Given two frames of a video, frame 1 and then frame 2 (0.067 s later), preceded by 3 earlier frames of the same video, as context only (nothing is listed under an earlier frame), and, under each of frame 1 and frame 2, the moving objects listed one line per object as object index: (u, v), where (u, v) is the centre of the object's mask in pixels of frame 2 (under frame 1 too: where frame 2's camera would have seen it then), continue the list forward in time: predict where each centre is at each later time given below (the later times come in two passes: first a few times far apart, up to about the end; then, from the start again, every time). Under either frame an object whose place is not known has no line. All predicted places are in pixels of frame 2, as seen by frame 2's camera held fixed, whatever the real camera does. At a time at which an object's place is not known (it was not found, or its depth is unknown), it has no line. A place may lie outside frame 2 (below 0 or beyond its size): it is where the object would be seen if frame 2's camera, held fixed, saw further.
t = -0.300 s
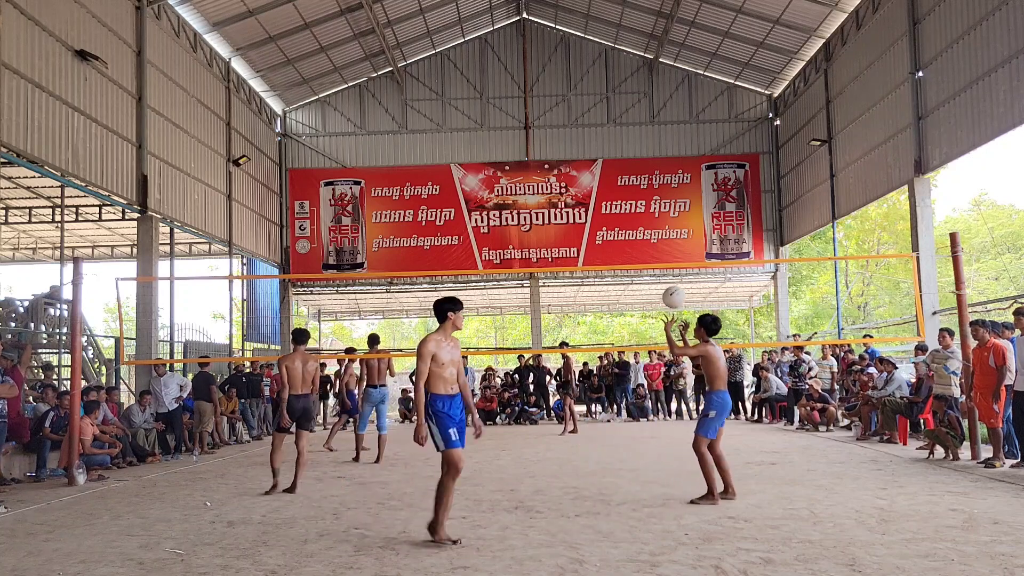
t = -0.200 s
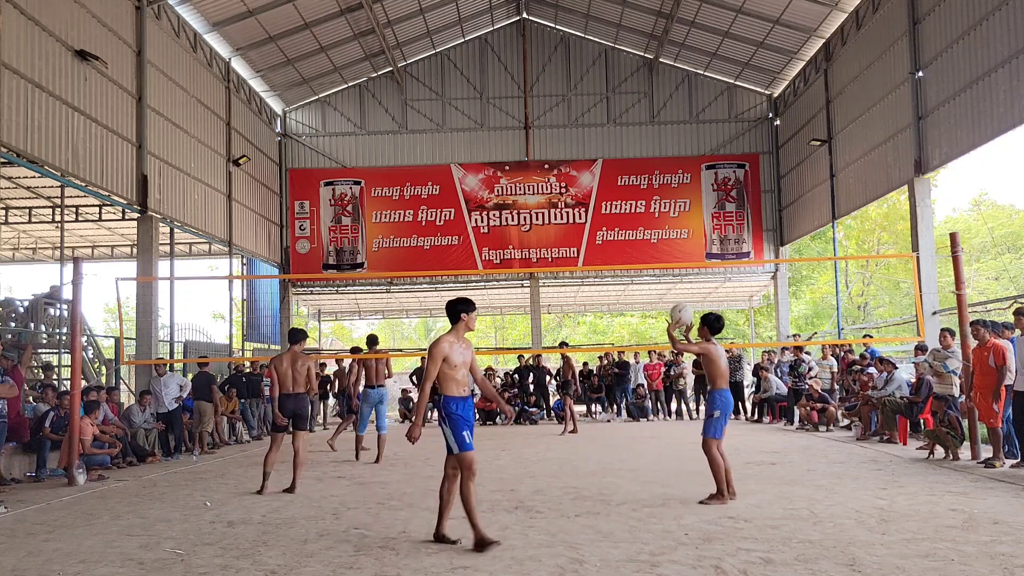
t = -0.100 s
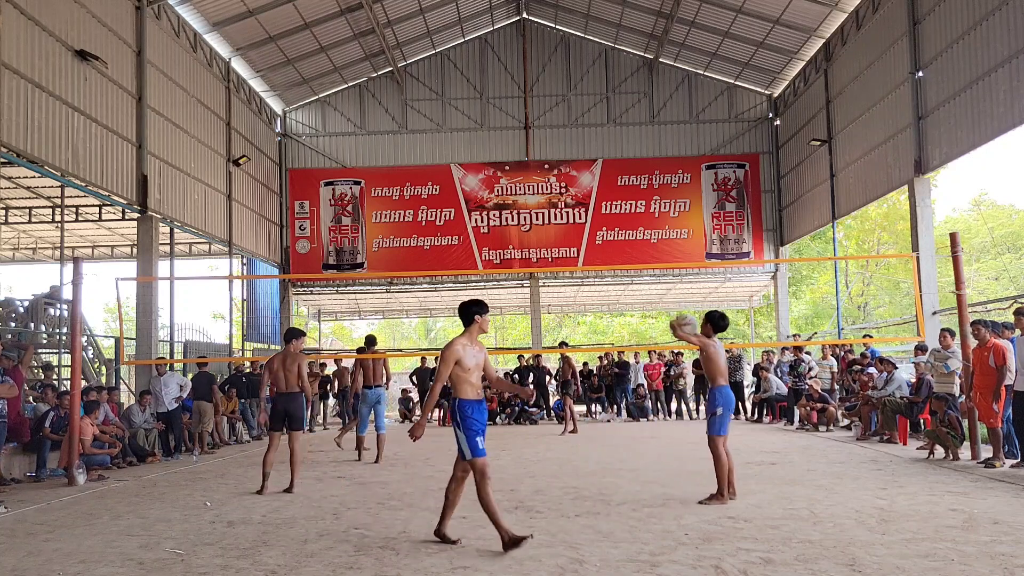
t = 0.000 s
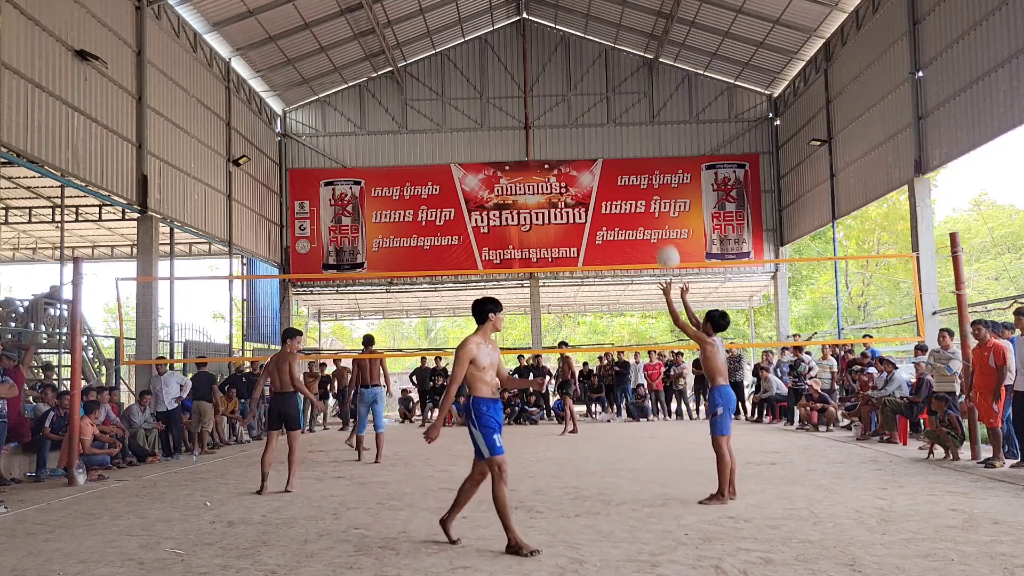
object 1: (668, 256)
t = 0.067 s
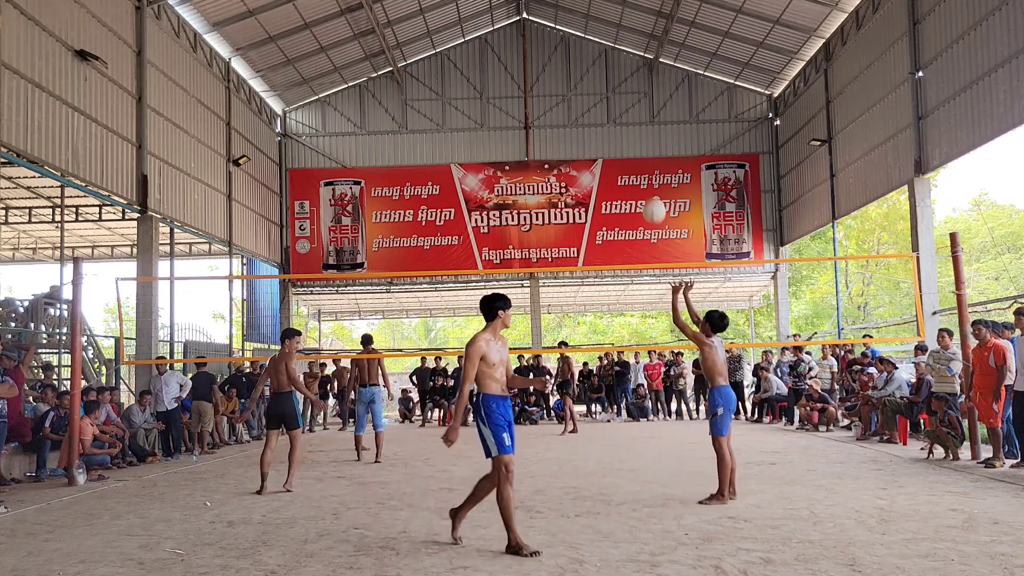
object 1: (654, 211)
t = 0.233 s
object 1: (621, 121)
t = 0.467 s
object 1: (581, 49)
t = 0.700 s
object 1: (546, 32)
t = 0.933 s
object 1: (514, 66)
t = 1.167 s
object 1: (488, 146)
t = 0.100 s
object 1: (648, 190)
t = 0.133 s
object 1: (640, 169)
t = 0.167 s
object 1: (634, 152)
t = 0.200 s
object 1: (627, 135)
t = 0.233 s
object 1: (621, 121)
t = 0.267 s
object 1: (615, 106)
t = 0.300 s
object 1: (609, 94)
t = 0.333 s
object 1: (603, 82)
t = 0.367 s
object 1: (598, 72)
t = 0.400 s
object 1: (592, 63)
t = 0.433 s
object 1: (586, 55)
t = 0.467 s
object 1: (581, 49)
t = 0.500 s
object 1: (576, 43)
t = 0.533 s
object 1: (571, 39)
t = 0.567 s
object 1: (565, 35)
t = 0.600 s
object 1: (560, 33)
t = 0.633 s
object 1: (555, 32)
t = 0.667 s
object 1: (550, 31)
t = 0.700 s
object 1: (546, 32)
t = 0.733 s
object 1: (541, 34)
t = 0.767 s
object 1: (536, 37)
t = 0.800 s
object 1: (531, 41)
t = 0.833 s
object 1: (527, 45)
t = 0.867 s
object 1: (522, 51)
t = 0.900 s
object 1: (518, 58)
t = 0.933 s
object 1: (514, 66)
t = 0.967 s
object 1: (510, 74)
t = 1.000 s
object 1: (506, 84)
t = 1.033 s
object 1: (502, 95)
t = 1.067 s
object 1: (498, 106)
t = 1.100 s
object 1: (494, 118)
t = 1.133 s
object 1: (491, 131)
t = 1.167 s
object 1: (488, 146)
